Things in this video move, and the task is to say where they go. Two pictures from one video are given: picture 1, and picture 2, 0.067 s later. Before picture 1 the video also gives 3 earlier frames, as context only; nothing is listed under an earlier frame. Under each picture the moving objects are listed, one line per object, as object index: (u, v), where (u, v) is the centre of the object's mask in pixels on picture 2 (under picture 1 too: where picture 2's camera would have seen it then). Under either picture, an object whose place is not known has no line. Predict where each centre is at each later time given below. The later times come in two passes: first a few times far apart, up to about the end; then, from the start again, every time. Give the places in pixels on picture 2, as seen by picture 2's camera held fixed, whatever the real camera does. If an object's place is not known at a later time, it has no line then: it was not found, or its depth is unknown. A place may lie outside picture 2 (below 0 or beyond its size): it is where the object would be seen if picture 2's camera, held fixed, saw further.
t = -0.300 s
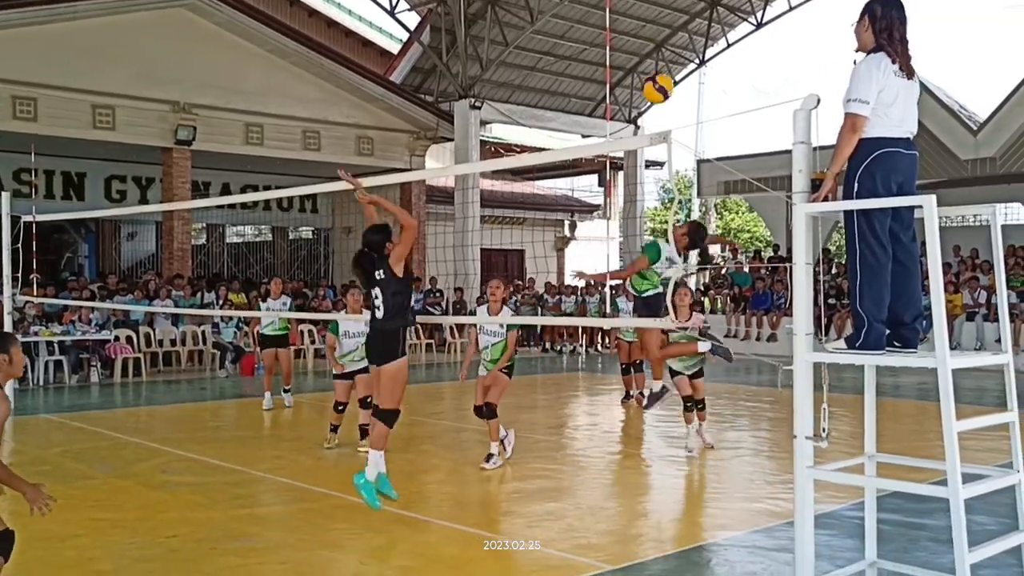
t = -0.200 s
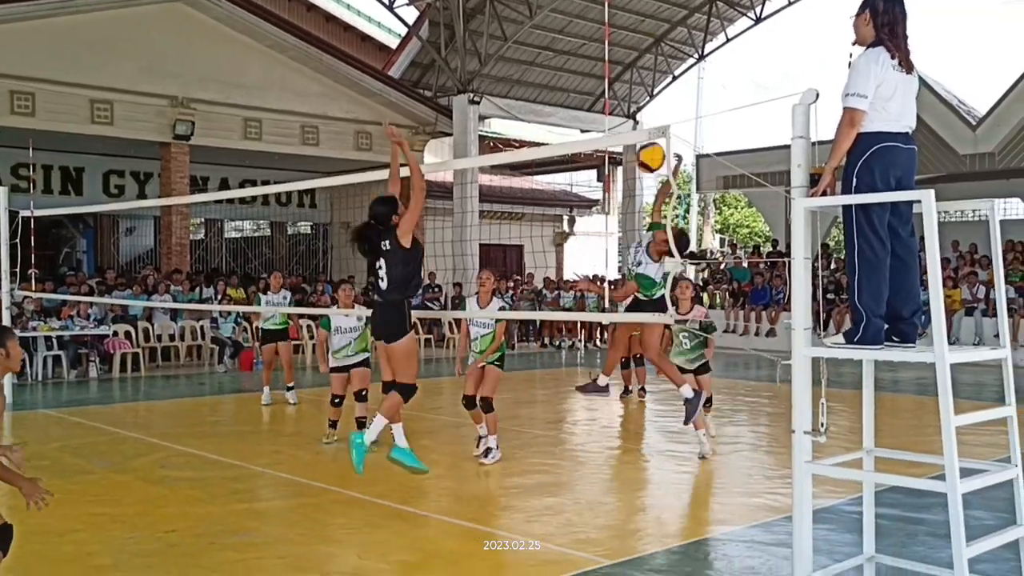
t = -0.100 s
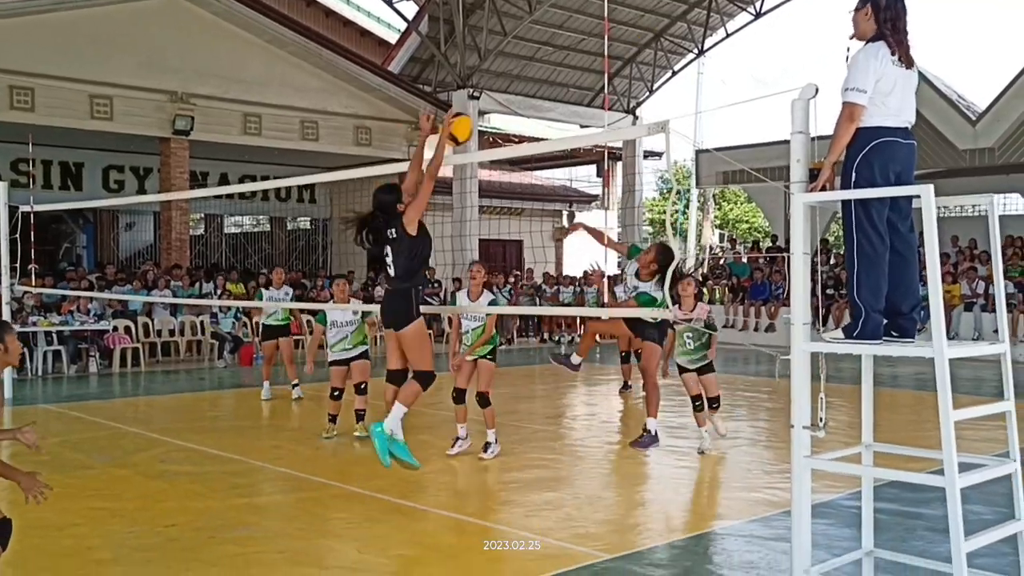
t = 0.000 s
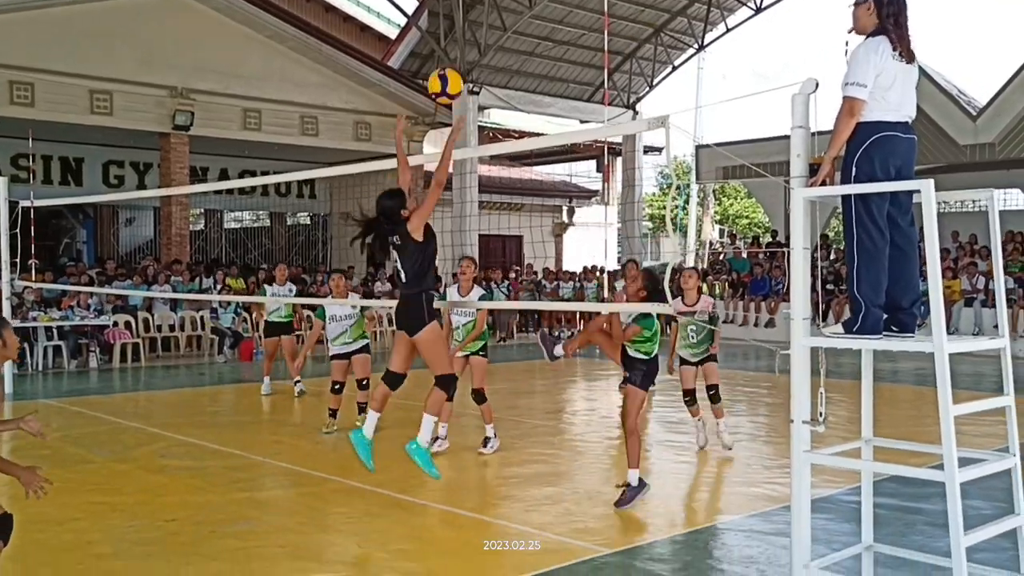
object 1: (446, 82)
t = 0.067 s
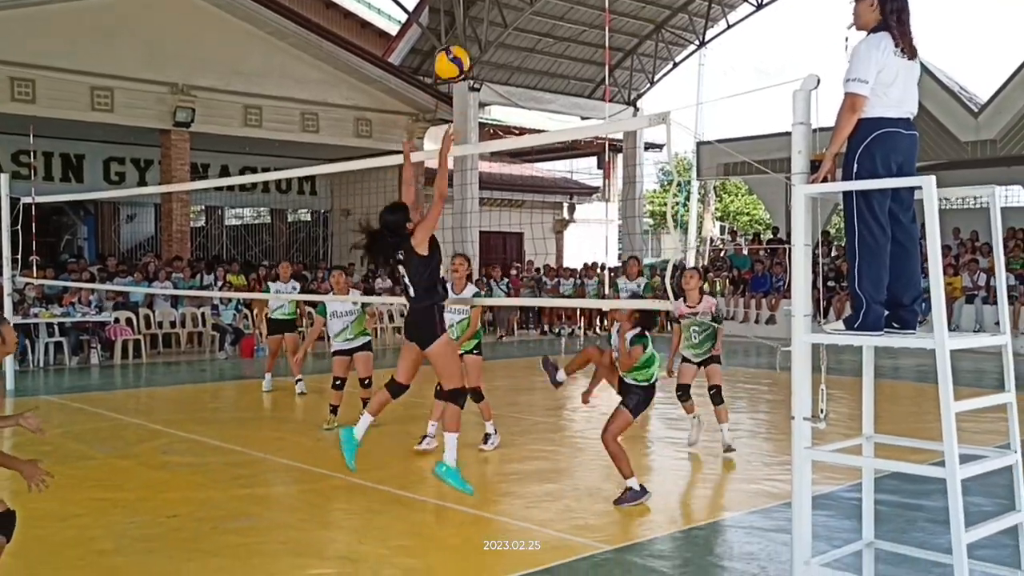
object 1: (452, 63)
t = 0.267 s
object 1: (468, 47)
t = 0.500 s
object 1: (488, 119)
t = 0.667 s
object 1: (505, 240)
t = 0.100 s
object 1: (454, 56)
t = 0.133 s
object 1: (457, 50)
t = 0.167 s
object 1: (460, 47)
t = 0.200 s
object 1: (462, 45)
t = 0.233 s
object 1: (465, 45)
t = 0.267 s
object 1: (468, 47)
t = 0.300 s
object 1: (470, 51)
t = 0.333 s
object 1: (473, 57)
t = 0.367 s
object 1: (476, 65)
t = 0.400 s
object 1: (479, 75)
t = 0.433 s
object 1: (481, 87)
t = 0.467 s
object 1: (484, 102)
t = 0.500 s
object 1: (488, 119)
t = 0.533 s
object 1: (492, 137)
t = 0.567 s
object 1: (495, 158)
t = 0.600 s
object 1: (497, 183)
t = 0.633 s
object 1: (501, 210)
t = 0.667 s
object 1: (505, 240)
